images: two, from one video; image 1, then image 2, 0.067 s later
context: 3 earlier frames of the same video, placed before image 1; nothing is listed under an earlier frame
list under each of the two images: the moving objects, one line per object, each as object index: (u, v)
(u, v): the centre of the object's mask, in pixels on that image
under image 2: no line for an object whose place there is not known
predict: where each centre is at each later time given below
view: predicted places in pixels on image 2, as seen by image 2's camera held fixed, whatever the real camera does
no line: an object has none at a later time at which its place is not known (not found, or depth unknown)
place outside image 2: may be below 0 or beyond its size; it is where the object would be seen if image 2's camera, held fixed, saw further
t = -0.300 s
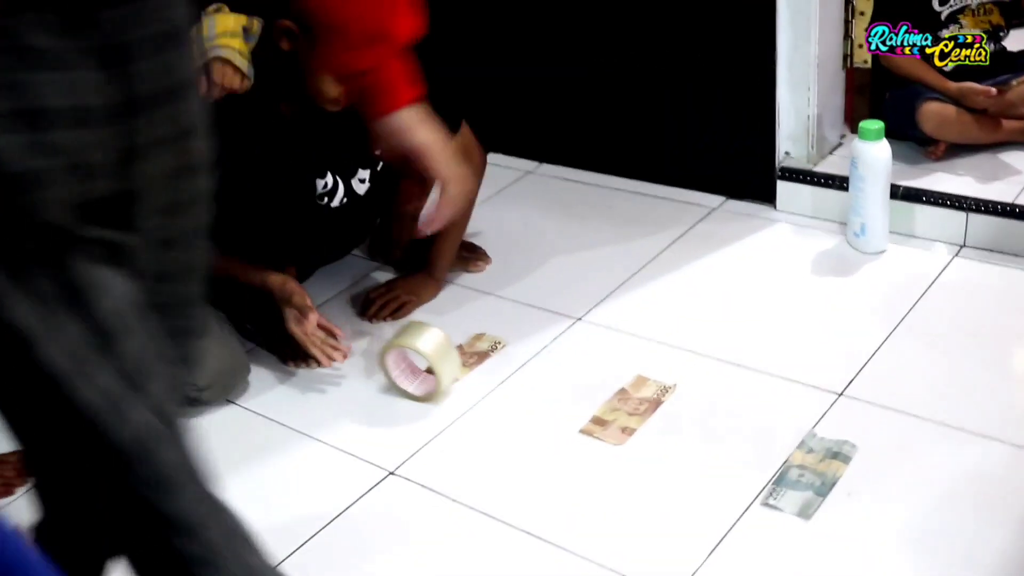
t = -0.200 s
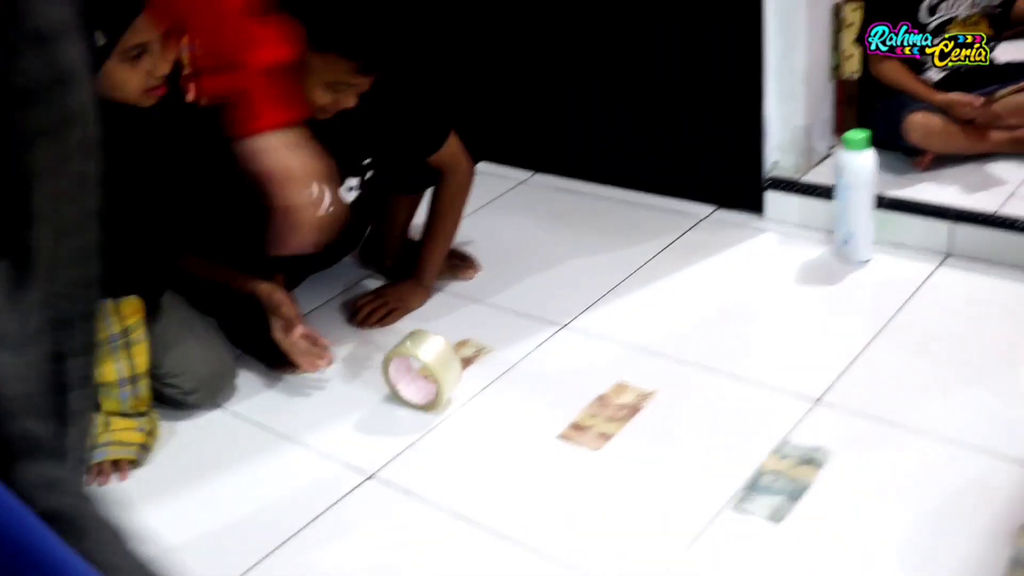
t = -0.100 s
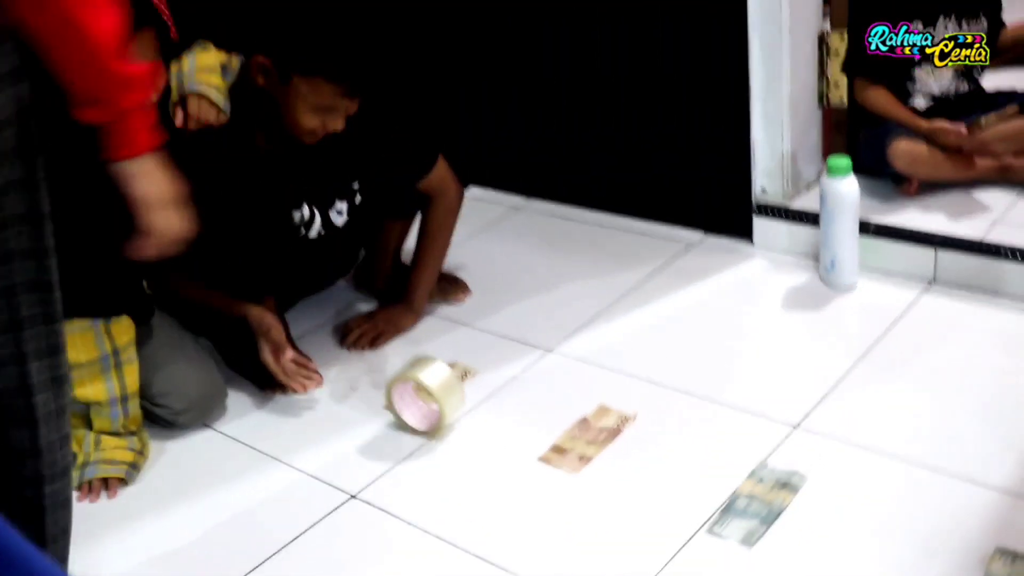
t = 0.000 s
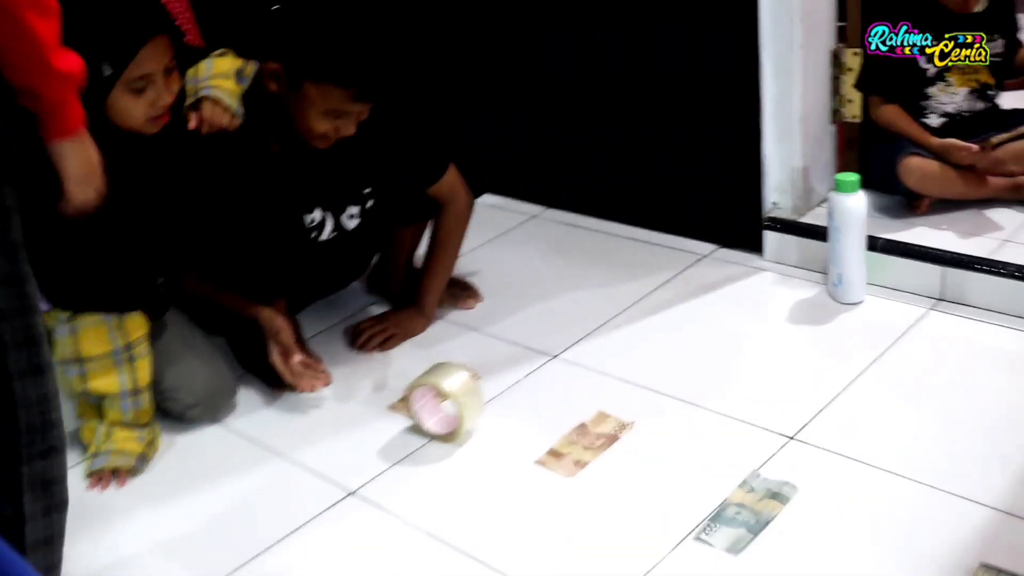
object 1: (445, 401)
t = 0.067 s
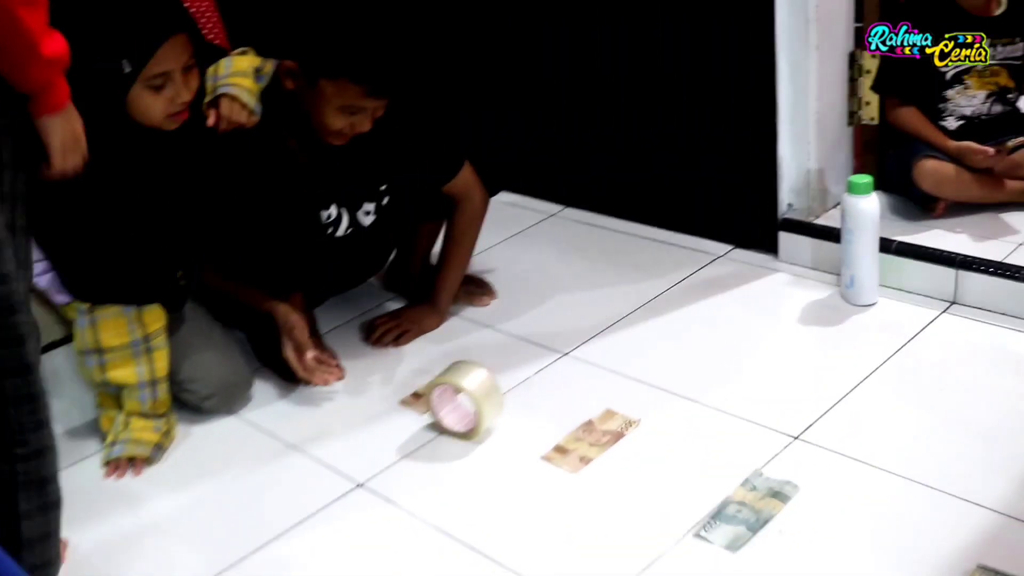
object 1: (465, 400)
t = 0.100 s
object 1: (469, 401)
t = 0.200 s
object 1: (484, 405)
